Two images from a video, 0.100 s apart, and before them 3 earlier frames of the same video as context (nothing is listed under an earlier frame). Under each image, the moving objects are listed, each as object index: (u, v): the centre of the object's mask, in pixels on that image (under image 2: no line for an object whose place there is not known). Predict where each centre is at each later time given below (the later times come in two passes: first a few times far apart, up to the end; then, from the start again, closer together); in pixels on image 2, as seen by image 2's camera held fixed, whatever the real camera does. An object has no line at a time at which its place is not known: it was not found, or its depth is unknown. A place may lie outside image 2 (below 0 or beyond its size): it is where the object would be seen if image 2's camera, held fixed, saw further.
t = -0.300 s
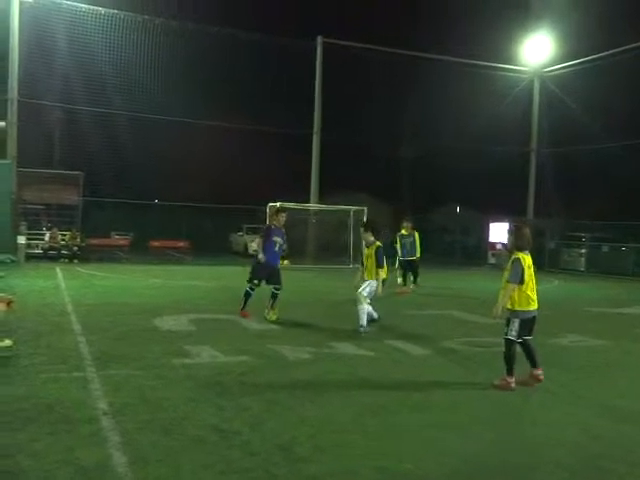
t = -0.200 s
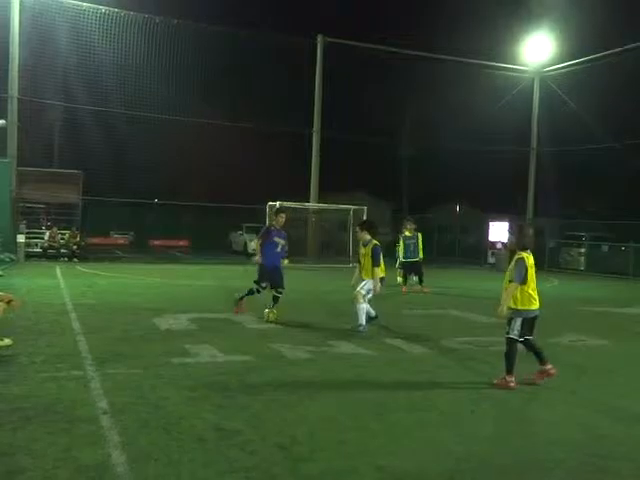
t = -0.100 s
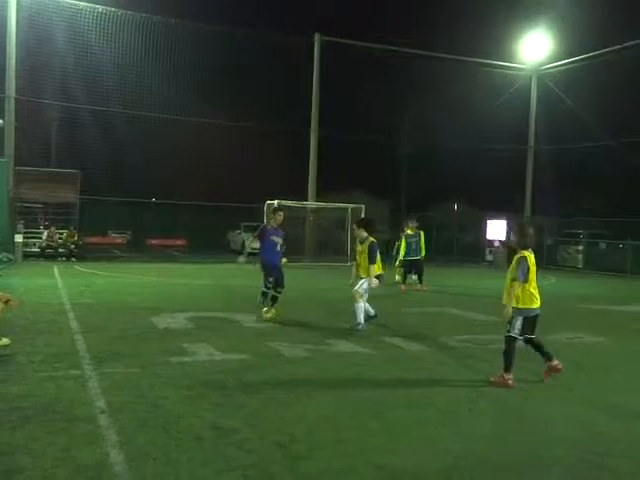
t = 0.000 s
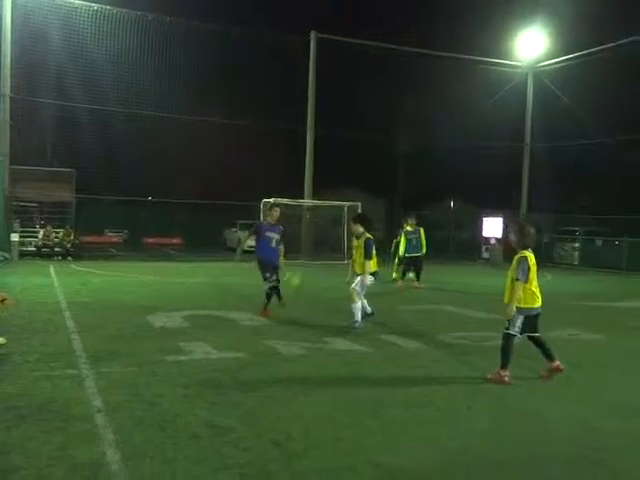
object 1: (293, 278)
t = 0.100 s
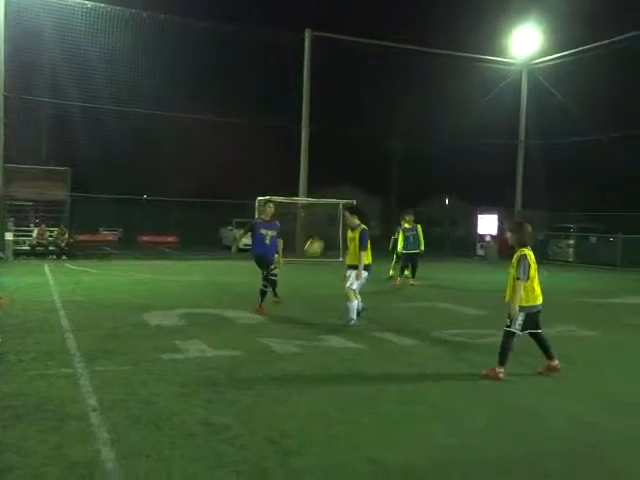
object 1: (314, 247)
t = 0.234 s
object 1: (355, 212)
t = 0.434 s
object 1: (428, 179)
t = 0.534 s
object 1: (467, 174)
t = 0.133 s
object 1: (323, 238)
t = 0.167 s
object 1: (333, 229)
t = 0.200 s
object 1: (346, 218)
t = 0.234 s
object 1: (355, 212)
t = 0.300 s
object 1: (377, 198)
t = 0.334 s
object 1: (389, 192)
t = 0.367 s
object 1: (402, 187)
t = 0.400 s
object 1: (415, 182)
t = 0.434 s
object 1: (428, 179)
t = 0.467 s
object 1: (441, 176)
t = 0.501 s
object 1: (454, 175)
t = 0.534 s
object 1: (467, 174)
